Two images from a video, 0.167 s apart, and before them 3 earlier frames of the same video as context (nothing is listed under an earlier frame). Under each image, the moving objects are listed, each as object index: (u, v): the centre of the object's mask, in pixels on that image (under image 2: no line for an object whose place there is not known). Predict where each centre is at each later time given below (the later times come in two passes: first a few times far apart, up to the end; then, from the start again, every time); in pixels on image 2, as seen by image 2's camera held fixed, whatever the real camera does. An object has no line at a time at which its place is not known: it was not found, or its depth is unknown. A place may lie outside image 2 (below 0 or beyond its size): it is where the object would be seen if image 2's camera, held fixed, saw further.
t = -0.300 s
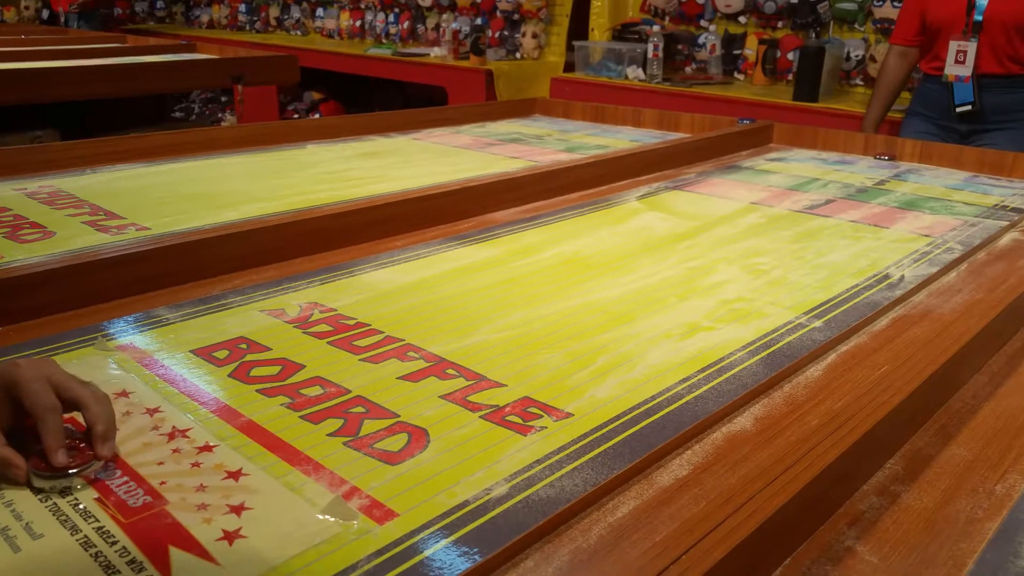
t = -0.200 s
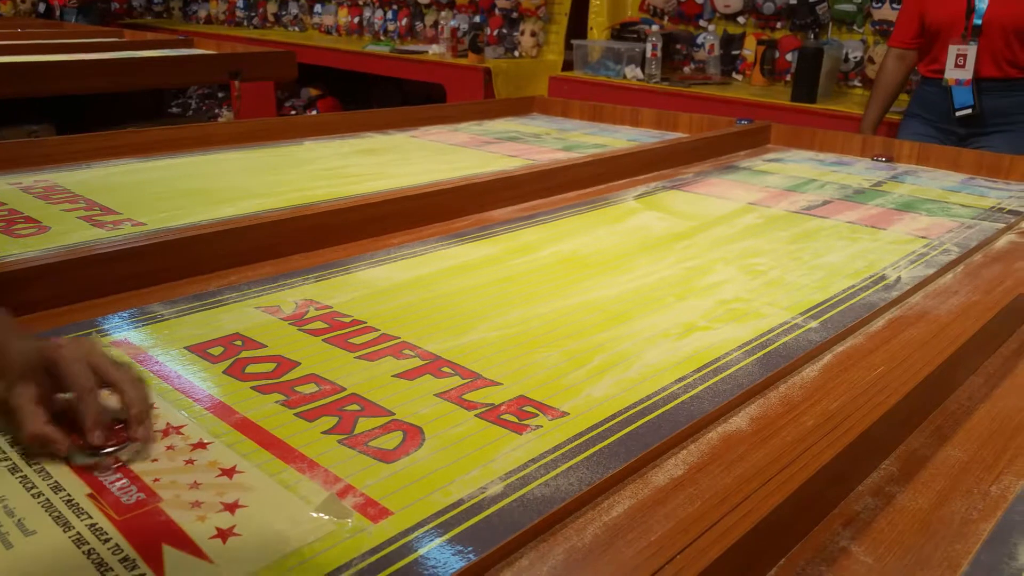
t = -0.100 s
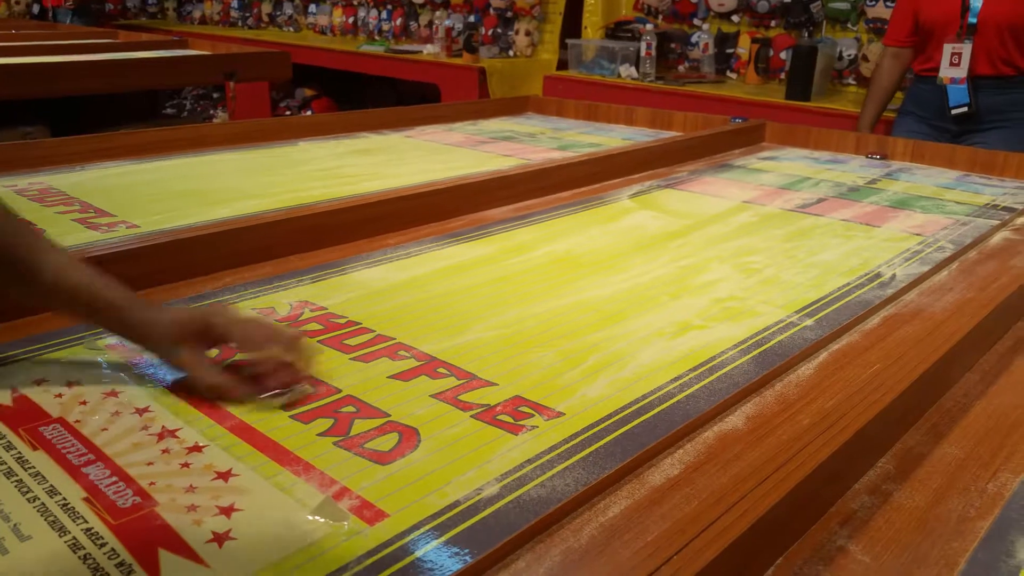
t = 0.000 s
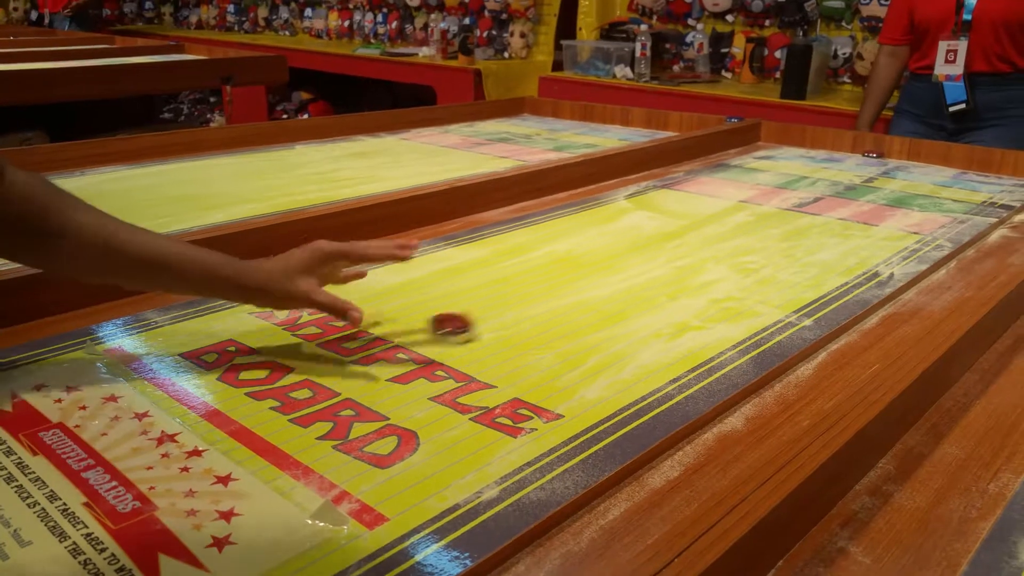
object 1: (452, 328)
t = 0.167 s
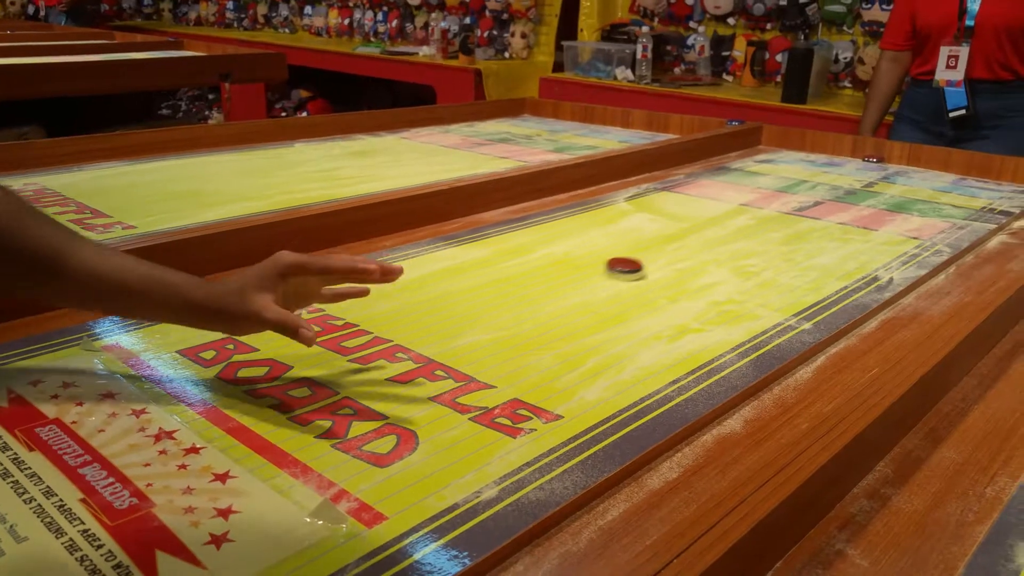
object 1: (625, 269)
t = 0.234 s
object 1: (669, 254)
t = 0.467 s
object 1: (763, 222)
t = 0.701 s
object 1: (789, 211)
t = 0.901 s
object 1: (789, 211)
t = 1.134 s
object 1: (790, 212)
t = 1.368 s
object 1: (789, 211)
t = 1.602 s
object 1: (789, 212)
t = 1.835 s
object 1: (790, 212)
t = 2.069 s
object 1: (789, 212)
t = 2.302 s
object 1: (789, 212)
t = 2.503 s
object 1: (789, 212)
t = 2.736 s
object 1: (789, 212)
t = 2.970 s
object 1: (789, 212)
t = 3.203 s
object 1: (790, 212)
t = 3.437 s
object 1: (789, 212)
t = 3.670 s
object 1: (789, 212)
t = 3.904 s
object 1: (789, 212)
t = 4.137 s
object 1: (788, 211)
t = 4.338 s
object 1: (788, 212)
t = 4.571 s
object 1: (788, 211)
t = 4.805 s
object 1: (788, 211)
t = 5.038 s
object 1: (788, 211)
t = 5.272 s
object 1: (787, 211)
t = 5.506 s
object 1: (788, 211)
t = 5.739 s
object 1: (788, 211)
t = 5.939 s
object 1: (788, 211)
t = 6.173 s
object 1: (788, 212)
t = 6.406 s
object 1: (788, 212)
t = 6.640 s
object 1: (788, 211)
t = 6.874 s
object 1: (788, 211)
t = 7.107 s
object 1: (788, 212)
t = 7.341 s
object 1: (788, 212)
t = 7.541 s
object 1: (789, 212)
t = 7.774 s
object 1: (789, 211)
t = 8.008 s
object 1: (789, 212)
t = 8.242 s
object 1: (788, 211)
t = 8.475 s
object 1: (789, 211)
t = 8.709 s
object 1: (838, 195)
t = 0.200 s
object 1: (648, 261)
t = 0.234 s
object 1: (669, 254)
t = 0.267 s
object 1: (687, 248)
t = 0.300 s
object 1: (704, 242)
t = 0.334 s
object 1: (719, 237)
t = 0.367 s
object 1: (732, 232)
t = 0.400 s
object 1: (744, 228)
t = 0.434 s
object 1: (754, 225)
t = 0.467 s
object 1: (763, 222)
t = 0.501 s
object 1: (770, 219)
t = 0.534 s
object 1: (776, 217)
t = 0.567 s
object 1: (781, 215)
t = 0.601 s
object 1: (785, 213)
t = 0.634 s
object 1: (787, 212)
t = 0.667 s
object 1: (789, 211)
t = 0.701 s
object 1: (789, 211)
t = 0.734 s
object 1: (789, 211)
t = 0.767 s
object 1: (789, 211)
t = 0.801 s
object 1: (789, 212)
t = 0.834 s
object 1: (789, 212)
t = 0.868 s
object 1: (789, 211)
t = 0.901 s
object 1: (789, 211)
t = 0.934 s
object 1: (789, 212)
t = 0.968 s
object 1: (790, 211)
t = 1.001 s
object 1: (790, 211)
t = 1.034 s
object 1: (790, 212)
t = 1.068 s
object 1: (789, 212)
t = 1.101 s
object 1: (790, 212)
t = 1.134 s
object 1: (790, 212)
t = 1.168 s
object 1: (789, 211)
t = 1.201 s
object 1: (790, 211)
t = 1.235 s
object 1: (789, 211)
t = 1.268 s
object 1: (790, 211)
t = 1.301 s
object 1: (790, 211)
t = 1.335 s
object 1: (790, 211)
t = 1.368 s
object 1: (789, 211)
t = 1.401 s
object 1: (789, 211)
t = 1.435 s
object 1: (789, 211)
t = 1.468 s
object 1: (789, 212)
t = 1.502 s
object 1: (789, 212)
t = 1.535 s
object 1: (789, 212)
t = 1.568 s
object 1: (789, 212)
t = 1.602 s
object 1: (789, 212)
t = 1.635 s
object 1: (790, 212)
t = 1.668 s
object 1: (789, 212)
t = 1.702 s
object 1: (789, 212)
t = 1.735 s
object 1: (789, 212)
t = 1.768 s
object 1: (790, 212)
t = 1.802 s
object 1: (790, 212)
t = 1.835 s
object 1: (790, 212)
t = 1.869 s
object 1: (790, 212)
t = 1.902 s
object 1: (790, 212)
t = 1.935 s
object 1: (790, 212)
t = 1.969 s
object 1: (790, 212)
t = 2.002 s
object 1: (790, 212)
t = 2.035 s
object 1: (790, 212)
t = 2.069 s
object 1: (789, 212)
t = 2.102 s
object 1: (789, 212)
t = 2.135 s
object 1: (790, 212)
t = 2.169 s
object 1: (790, 212)
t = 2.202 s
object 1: (790, 212)
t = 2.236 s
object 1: (790, 212)
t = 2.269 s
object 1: (789, 212)
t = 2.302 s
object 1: (789, 212)
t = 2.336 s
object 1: (789, 212)
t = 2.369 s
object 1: (789, 212)
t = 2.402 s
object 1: (789, 212)
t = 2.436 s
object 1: (789, 212)
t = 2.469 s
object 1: (790, 212)
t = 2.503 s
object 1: (789, 212)
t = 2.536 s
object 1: (789, 212)
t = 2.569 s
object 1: (789, 212)
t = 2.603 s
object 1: (789, 212)
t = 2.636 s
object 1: (790, 212)
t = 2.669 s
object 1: (790, 212)
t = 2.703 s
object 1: (789, 212)
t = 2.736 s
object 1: (789, 212)
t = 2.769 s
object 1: (790, 212)
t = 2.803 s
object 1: (790, 212)
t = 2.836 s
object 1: (789, 212)
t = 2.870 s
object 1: (789, 212)
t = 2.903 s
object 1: (789, 212)
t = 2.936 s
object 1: (790, 212)
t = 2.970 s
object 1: (789, 212)
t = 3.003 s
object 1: (789, 212)
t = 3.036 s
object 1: (790, 212)
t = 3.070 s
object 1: (789, 212)
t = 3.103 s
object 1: (789, 212)
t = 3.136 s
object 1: (790, 211)
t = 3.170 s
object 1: (789, 212)
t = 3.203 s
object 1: (790, 212)
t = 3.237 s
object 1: (790, 212)
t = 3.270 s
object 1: (790, 212)
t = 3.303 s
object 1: (790, 212)
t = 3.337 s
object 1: (789, 212)
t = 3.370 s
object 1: (789, 212)
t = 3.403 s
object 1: (789, 212)
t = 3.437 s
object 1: (789, 212)
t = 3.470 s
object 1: (789, 212)
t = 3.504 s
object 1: (790, 212)
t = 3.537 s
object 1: (789, 212)
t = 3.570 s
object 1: (789, 212)
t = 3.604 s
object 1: (789, 212)
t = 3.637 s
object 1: (789, 212)
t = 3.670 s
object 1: (789, 212)
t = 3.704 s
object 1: (789, 212)
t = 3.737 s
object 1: (789, 212)
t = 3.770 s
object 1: (789, 212)
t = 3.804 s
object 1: (789, 212)
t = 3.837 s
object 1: (789, 212)
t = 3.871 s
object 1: (789, 212)
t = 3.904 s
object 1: (789, 212)
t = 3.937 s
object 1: (789, 212)
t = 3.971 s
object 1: (788, 212)
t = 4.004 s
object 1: (788, 212)
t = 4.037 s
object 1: (788, 212)
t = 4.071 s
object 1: (788, 211)
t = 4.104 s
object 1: (788, 211)
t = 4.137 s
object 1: (788, 211)
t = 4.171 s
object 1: (788, 212)
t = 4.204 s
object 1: (788, 211)
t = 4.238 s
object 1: (788, 211)
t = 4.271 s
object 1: (788, 212)
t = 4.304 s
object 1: (789, 211)
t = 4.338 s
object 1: (788, 212)
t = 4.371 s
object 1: (788, 211)
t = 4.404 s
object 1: (788, 211)
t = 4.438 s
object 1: (788, 211)
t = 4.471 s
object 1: (788, 210)
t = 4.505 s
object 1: (788, 211)
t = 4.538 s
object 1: (788, 211)
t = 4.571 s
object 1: (788, 211)
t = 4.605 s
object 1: (788, 211)
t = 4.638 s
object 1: (788, 211)
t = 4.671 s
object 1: (787, 211)
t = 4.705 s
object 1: (788, 211)
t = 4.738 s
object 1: (788, 211)
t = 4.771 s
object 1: (788, 211)
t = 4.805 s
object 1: (788, 211)
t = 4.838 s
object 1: (788, 211)
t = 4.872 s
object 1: (788, 211)
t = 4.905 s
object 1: (788, 211)
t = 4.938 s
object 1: (788, 211)
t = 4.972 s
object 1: (788, 211)
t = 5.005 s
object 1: (788, 211)
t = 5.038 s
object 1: (788, 211)
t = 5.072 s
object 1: (788, 211)
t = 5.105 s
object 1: (788, 211)
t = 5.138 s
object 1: (788, 211)
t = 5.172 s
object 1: (787, 211)
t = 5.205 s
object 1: (788, 211)
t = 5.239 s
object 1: (787, 211)
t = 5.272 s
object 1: (787, 211)
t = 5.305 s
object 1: (788, 211)
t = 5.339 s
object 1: (787, 211)
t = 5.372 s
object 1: (788, 211)
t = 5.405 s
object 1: (787, 211)
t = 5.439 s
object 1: (788, 211)
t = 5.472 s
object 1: (788, 211)
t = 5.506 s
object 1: (788, 211)
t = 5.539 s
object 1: (788, 211)
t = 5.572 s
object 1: (788, 211)
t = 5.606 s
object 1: (788, 211)
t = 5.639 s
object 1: (788, 211)
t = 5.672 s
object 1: (788, 211)
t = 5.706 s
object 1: (788, 211)
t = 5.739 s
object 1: (788, 211)
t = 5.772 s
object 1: (788, 211)
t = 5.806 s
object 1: (788, 211)
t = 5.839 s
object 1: (788, 211)
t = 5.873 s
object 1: (788, 211)
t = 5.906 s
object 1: (788, 211)
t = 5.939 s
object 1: (788, 211)
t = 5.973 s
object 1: (788, 212)
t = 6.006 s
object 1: (788, 212)
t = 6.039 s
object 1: (788, 211)
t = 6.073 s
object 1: (788, 211)
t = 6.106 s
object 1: (788, 212)
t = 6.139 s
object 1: (789, 212)
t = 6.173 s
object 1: (788, 212)
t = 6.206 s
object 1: (788, 212)
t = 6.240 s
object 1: (788, 211)
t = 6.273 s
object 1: (788, 211)
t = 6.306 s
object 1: (788, 212)
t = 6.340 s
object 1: (788, 212)
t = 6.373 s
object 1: (788, 212)
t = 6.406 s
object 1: (788, 212)
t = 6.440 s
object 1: (788, 212)
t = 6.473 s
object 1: (788, 211)
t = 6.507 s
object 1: (788, 211)
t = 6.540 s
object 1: (788, 211)
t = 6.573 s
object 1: (788, 211)
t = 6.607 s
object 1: (788, 212)
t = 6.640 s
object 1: (788, 211)
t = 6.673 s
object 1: (788, 211)
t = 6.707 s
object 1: (788, 211)
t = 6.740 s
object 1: (788, 211)
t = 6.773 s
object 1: (788, 211)
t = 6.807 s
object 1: (788, 211)
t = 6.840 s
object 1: (788, 211)
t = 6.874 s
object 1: (788, 211)
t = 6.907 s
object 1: (788, 211)
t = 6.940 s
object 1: (788, 211)
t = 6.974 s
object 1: (788, 212)
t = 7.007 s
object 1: (788, 211)
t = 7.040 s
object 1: (788, 212)
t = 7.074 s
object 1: (788, 212)
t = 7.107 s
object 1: (788, 212)
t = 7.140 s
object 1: (788, 211)
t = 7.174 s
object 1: (788, 212)
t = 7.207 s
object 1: (788, 212)
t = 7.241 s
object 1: (788, 212)
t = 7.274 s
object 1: (788, 212)
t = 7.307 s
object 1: (788, 212)
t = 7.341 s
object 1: (788, 212)
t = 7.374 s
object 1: (788, 212)
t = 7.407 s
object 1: (788, 212)
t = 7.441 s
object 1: (788, 212)
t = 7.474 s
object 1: (788, 212)
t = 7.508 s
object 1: (788, 212)
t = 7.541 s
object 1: (789, 212)
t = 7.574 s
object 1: (788, 212)
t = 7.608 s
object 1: (788, 211)
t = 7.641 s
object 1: (788, 212)
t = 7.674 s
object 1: (788, 212)
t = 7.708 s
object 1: (788, 211)
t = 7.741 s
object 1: (789, 211)
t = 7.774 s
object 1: (789, 211)
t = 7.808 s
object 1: (788, 211)
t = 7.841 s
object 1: (788, 212)
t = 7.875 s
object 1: (789, 211)
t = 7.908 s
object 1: (789, 212)
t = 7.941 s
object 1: (789, 212)
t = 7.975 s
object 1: (789, 212)
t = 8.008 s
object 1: (789, 212)
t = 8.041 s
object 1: (789, 212)
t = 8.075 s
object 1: (789, 212)
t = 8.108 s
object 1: (789, 212)
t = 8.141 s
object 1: (788, 211)
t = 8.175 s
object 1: (789, 212)
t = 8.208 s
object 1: (788, 212)
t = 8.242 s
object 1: (788, 211)
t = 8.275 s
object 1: (789, 211)
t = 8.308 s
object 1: (789, 212)
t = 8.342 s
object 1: (788, 212)
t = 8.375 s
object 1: (789, 211)
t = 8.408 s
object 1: (789, 211)
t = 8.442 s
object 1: (789, 211)
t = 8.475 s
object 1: (789, 211)
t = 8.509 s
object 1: (788, 211)
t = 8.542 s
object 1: (789, 212)
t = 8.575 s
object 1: (791, 211)
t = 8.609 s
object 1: (802, 207)
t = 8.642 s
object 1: (815, 202)
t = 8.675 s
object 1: (827, 199)
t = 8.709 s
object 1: (838, 195)
